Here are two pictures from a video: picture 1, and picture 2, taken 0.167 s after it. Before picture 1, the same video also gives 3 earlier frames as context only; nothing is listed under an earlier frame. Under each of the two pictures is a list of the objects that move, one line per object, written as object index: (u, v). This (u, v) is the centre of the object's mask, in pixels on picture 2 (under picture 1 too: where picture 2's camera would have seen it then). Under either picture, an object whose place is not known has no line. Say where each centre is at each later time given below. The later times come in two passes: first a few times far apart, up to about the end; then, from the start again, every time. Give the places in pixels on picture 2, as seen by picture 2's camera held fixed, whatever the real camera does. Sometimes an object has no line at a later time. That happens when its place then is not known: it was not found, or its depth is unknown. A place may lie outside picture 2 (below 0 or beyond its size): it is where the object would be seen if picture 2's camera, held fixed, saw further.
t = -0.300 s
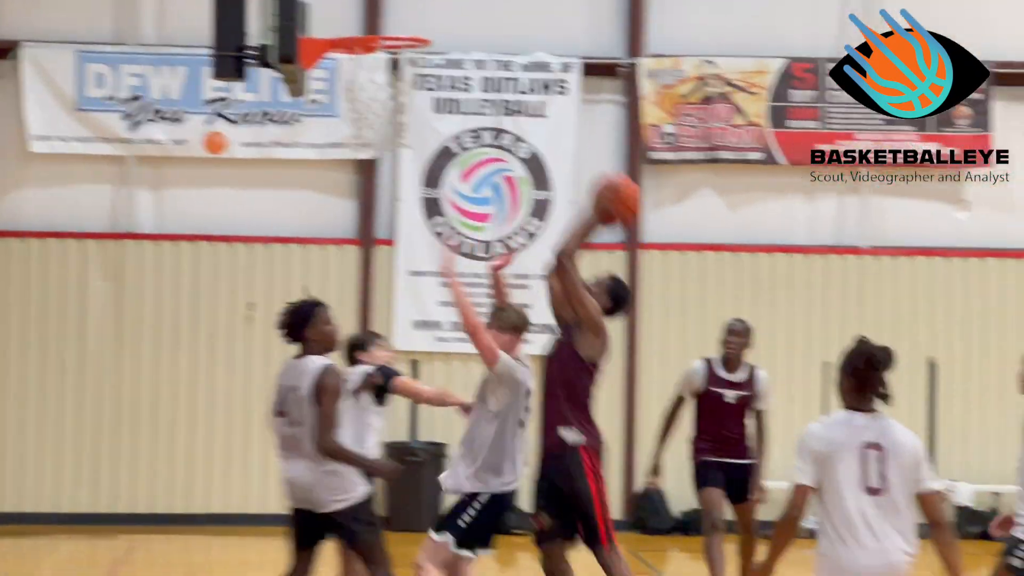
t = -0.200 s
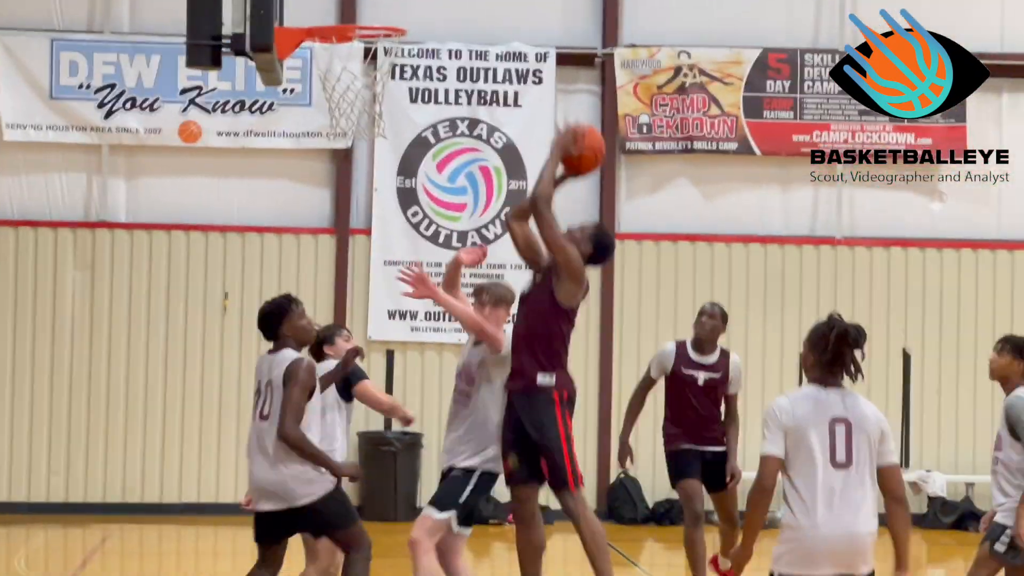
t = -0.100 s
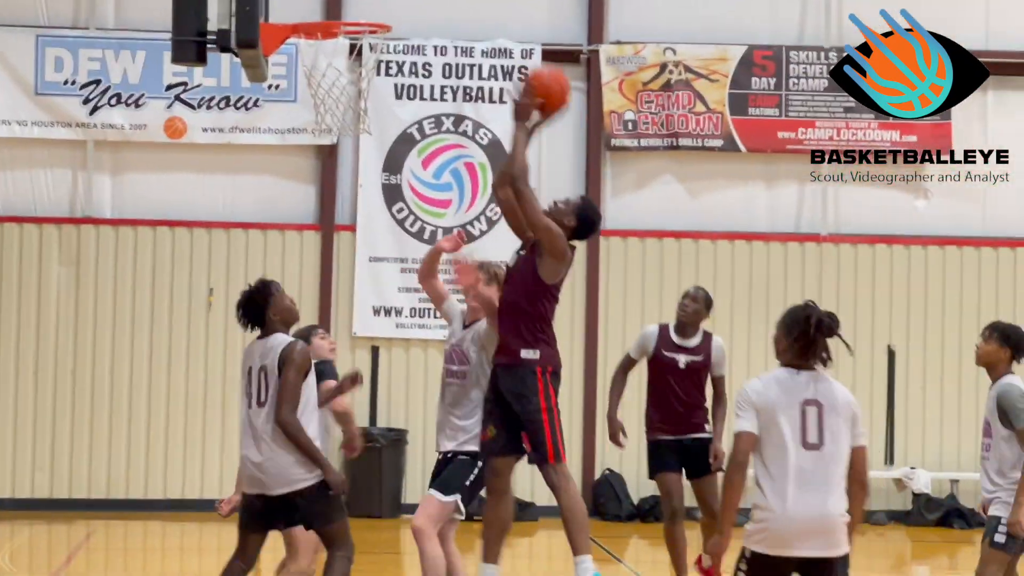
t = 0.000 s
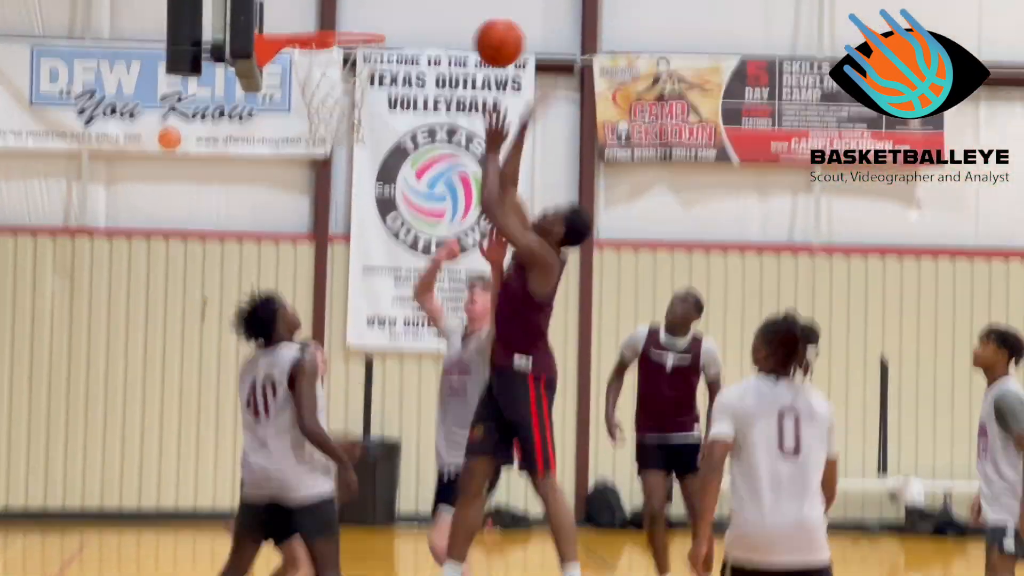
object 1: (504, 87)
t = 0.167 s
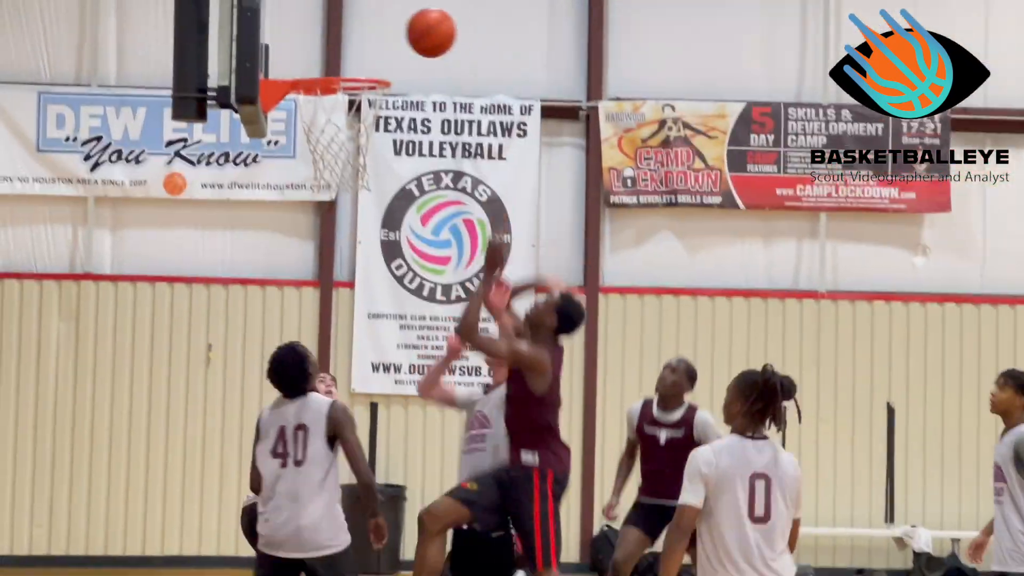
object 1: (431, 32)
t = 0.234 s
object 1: (402, 26)
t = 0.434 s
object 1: (312, 58)
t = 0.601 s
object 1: (338, 40)
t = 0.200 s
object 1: (417, 28)
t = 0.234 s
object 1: (402, 26)
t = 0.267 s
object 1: (387, 26)
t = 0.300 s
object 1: (372, 28)
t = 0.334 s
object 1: (357, 34)
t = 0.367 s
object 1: (341, 41)
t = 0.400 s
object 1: (327, 50)
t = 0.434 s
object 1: (312, 58)
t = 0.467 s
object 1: (317, 53)
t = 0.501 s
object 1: (322, 47)
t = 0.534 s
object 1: (327, 43)
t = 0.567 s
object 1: (333, 40)
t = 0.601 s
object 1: (338, 40)
